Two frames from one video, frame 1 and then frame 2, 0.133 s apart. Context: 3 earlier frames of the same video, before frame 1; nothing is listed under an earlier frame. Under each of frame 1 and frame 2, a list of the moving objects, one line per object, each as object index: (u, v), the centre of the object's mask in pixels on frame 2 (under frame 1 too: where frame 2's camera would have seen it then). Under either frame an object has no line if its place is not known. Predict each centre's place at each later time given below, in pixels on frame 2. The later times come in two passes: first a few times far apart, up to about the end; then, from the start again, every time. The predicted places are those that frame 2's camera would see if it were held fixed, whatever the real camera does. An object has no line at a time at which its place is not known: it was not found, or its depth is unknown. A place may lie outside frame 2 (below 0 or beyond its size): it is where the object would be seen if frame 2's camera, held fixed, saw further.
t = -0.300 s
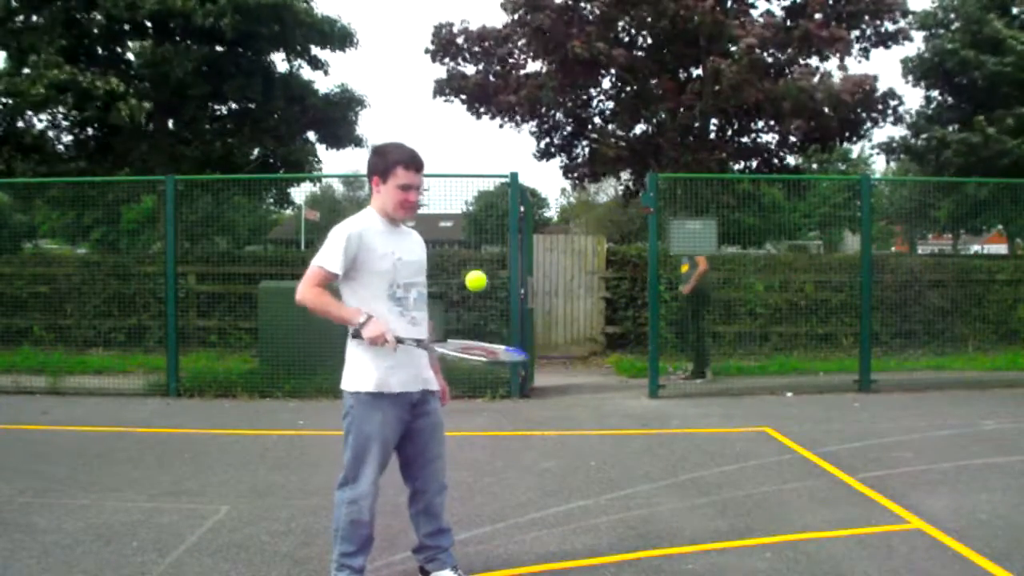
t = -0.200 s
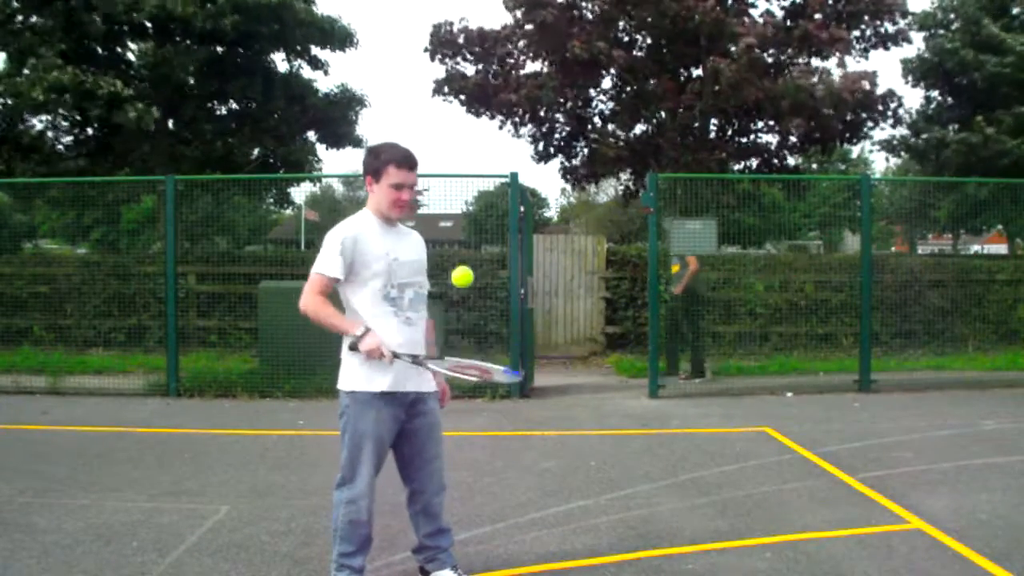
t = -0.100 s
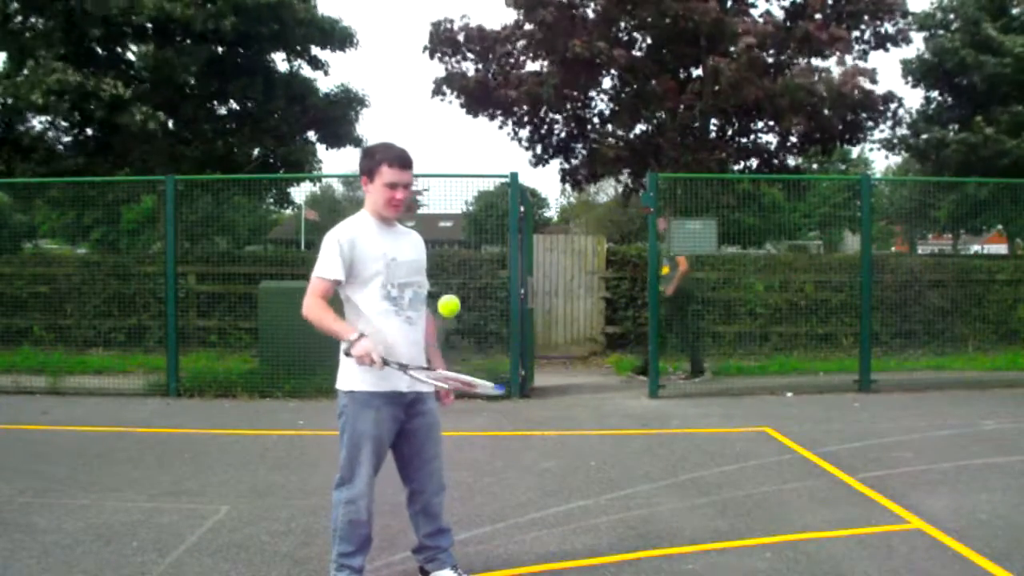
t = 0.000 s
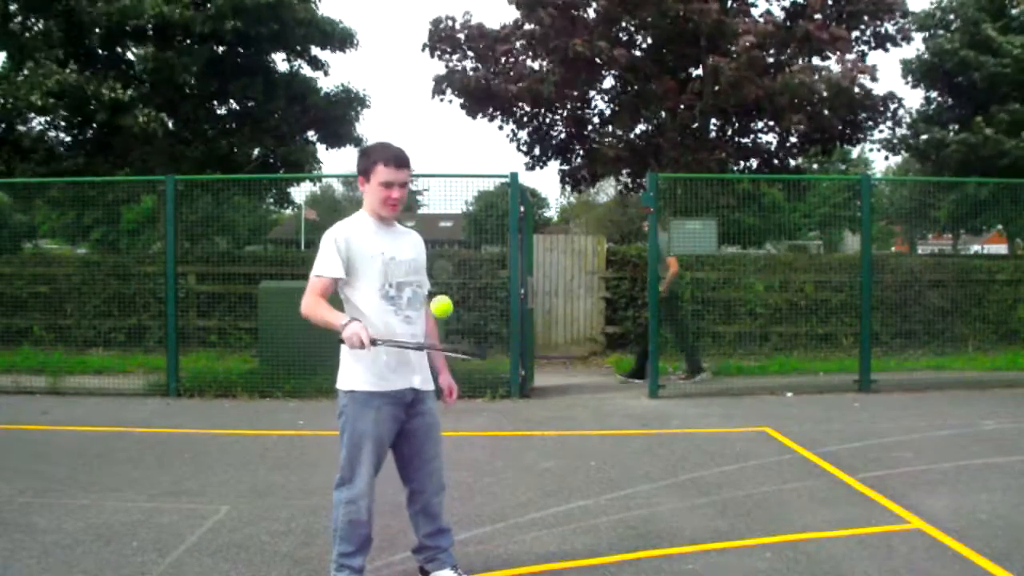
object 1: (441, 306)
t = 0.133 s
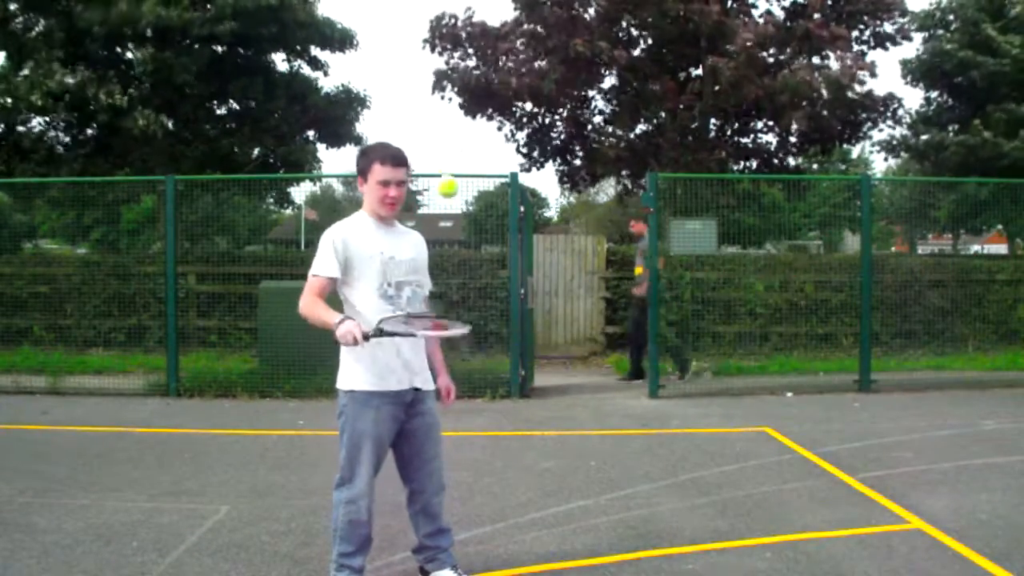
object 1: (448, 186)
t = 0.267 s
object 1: (454, 128)
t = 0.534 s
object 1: (473, 198)
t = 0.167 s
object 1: (450, 166)
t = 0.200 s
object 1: (451, 150)
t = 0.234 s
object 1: (453, 137)
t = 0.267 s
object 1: (454, 128)
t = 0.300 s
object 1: (457, 124)
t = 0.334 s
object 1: (458, 123)
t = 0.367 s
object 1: (461, 124)
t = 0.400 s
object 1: (463, 131)
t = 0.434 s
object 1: (465, 142)
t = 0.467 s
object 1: (468, 156)
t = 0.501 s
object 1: (469, 175)
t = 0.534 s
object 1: (473, 198)
